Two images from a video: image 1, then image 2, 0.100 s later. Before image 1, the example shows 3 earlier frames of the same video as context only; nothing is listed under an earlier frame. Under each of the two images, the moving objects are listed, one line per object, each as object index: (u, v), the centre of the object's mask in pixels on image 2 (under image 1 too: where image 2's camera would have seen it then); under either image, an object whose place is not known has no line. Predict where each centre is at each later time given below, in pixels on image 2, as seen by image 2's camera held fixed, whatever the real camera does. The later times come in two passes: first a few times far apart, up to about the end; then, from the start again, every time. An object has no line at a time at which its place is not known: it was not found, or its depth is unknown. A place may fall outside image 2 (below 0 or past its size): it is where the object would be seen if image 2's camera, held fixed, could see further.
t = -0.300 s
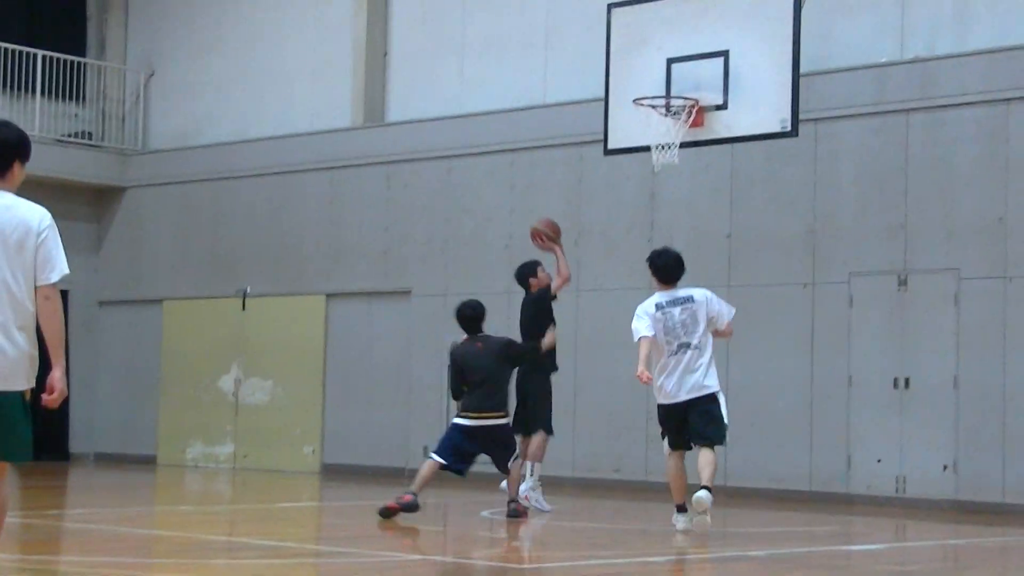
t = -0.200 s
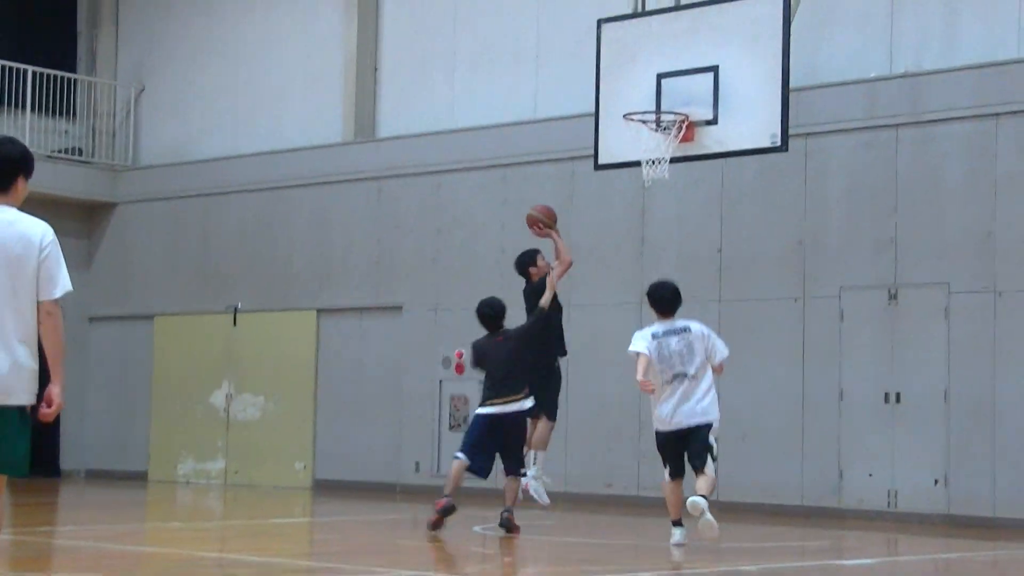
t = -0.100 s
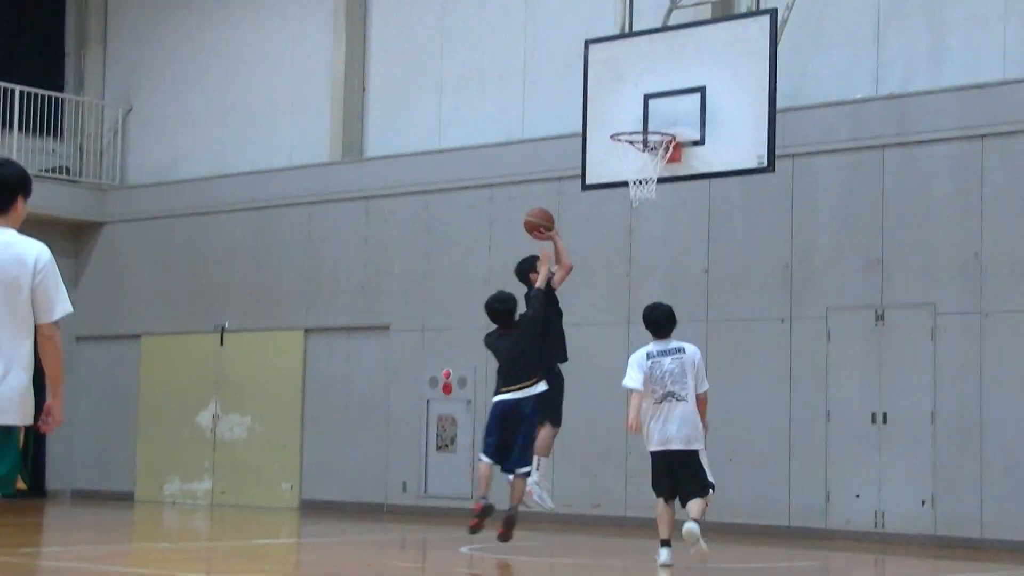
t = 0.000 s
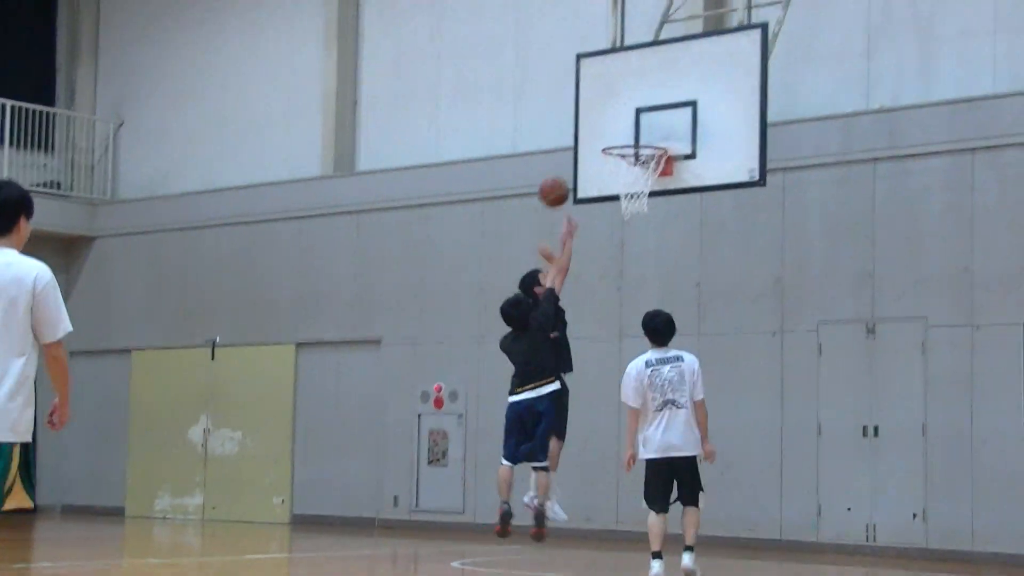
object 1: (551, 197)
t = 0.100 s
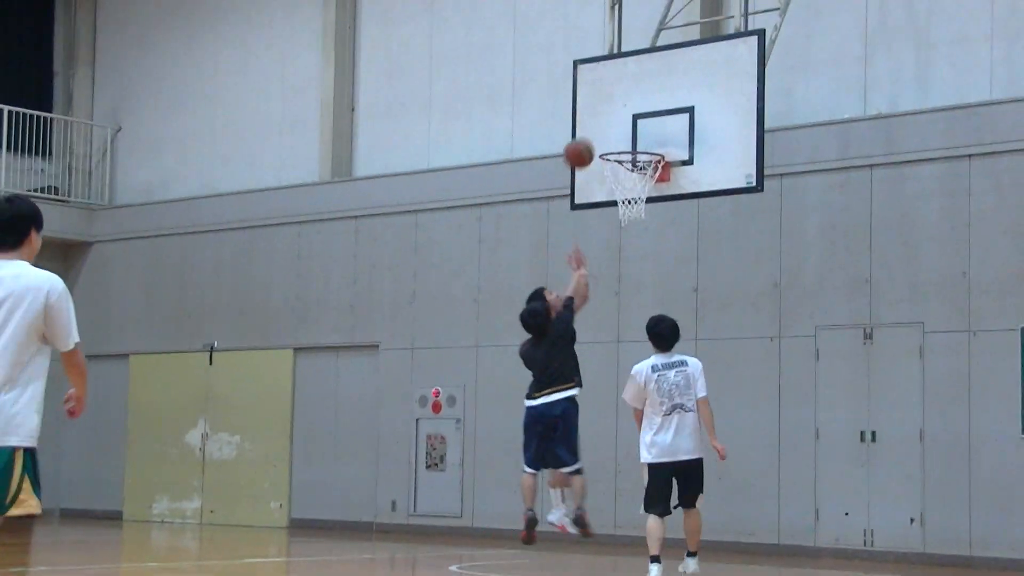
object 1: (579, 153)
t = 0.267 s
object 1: (621, 108)
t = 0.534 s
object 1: (623, 133)
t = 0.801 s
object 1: (647, 206)
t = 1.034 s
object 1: (657, 285)
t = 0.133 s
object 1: (588, 141)
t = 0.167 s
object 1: (597, 130)
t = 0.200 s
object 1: (607, 121)
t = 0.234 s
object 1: (617, 113)
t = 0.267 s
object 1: (621, 108)
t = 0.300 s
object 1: (621, 107)
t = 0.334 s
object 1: (621, 107)
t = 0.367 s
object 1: (622, 108)
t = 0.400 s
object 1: (623, 110)
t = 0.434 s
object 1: (624, 113)
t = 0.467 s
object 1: (623, 118)
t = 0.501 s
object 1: (623, 126)
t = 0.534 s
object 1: (623, 133)
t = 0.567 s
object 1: (624, 141)
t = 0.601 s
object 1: (626, 153)
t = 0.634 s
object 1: (630, 160)
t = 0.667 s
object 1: (634, 170)
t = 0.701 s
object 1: (637, 181)
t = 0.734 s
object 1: (641, 192)
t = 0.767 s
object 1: (644, 200)
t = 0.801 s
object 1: (647, 206)
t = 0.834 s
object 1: (648, 213)
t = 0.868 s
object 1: (650, 223)
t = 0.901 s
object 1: (652, 232)
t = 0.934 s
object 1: (653, 243)
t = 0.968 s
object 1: (654, 256)
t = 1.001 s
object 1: (655, 270)
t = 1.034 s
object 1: (657, 285)
